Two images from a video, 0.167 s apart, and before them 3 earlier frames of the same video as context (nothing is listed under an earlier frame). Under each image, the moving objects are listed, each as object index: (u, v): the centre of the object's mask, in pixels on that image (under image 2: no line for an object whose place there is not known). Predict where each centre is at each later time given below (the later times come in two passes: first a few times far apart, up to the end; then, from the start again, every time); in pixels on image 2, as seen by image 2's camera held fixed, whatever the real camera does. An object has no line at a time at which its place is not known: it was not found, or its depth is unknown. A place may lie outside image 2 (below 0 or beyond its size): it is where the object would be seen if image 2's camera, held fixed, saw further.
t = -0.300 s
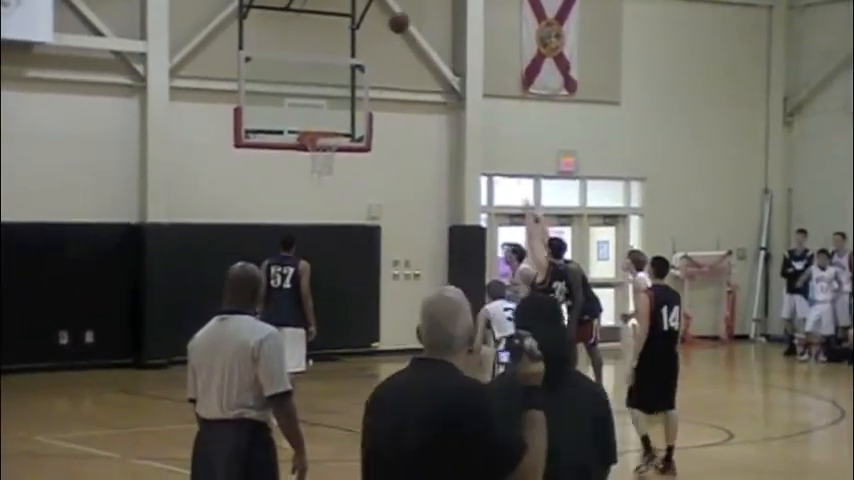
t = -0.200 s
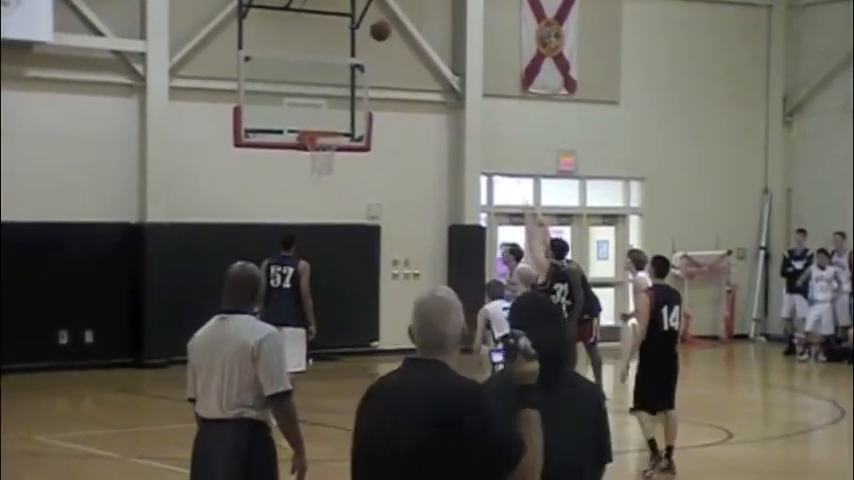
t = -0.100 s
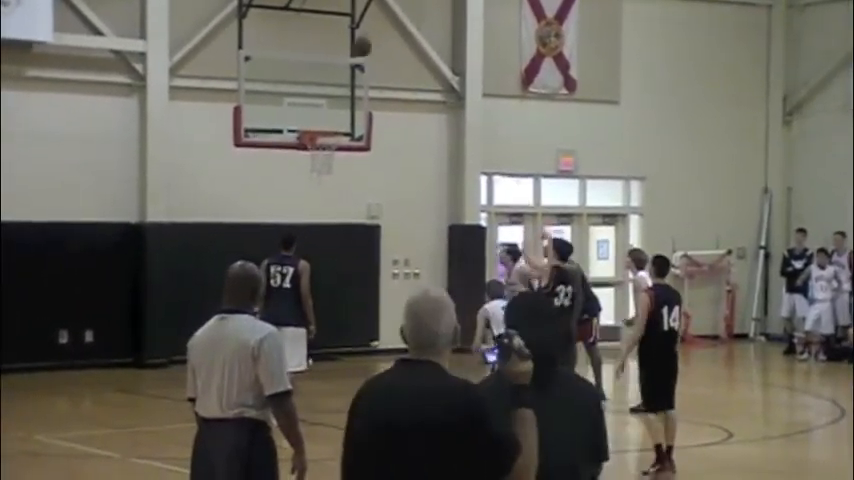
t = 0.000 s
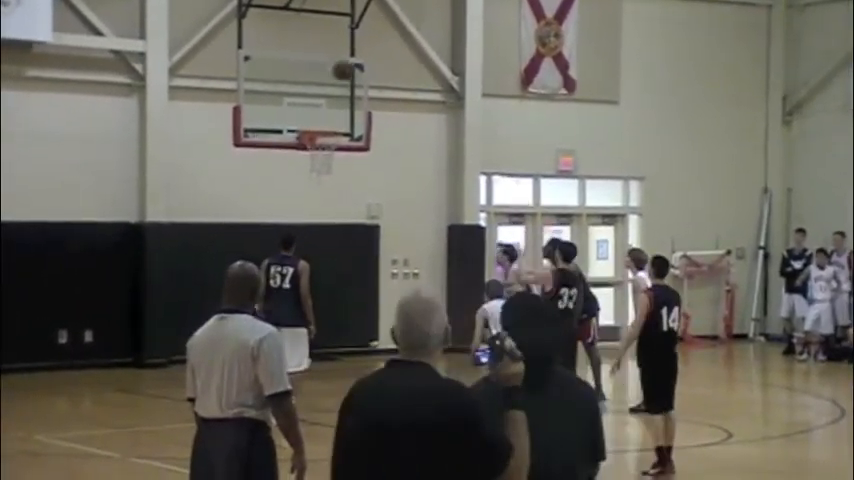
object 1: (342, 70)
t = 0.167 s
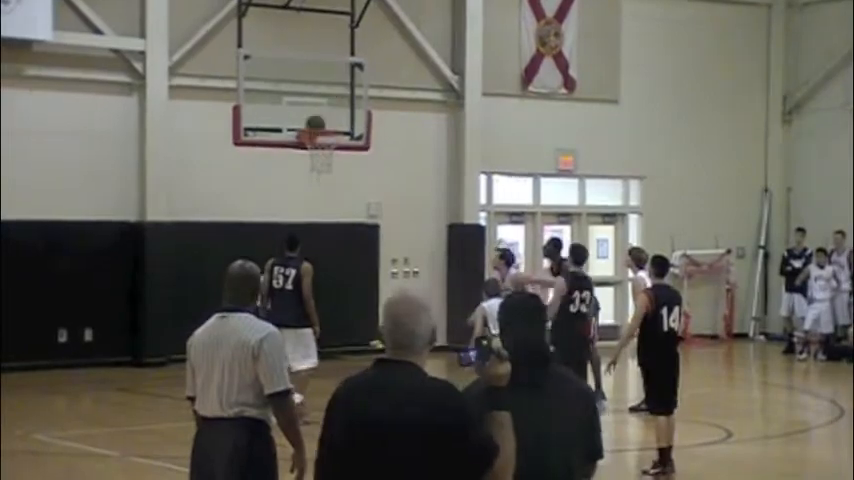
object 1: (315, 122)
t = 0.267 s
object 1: (334, 110)
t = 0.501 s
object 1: (384, 104)
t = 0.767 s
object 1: (445, 157)
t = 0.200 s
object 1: (320, 120)
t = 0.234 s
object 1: (327, 115)
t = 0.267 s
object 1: (334, 110)
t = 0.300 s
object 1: (342, 106)
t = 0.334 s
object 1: (347, 104)
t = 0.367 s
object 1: (356, 102)
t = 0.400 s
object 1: (362, 100)
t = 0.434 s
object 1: (370, 101)
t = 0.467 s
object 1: (377, 102)
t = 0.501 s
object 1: (384, 104)
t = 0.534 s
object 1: (391, 107)
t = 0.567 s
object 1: (399, 111)
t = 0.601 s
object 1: (407, 116)
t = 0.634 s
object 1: (414, 122)
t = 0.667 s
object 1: (422, 129)
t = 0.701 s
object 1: (430, 137)
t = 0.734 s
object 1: (437, 146)
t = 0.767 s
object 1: (445, 157)
